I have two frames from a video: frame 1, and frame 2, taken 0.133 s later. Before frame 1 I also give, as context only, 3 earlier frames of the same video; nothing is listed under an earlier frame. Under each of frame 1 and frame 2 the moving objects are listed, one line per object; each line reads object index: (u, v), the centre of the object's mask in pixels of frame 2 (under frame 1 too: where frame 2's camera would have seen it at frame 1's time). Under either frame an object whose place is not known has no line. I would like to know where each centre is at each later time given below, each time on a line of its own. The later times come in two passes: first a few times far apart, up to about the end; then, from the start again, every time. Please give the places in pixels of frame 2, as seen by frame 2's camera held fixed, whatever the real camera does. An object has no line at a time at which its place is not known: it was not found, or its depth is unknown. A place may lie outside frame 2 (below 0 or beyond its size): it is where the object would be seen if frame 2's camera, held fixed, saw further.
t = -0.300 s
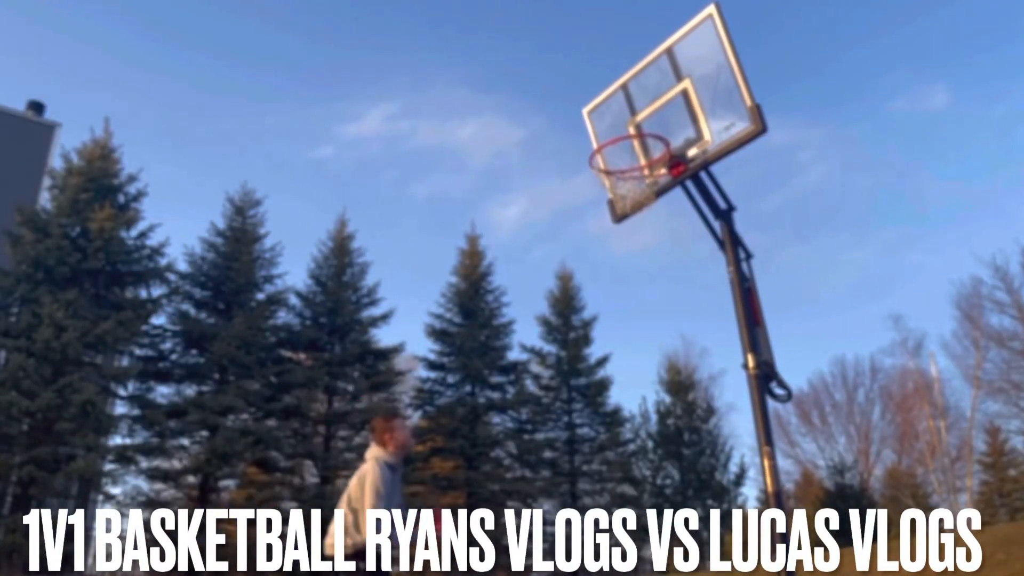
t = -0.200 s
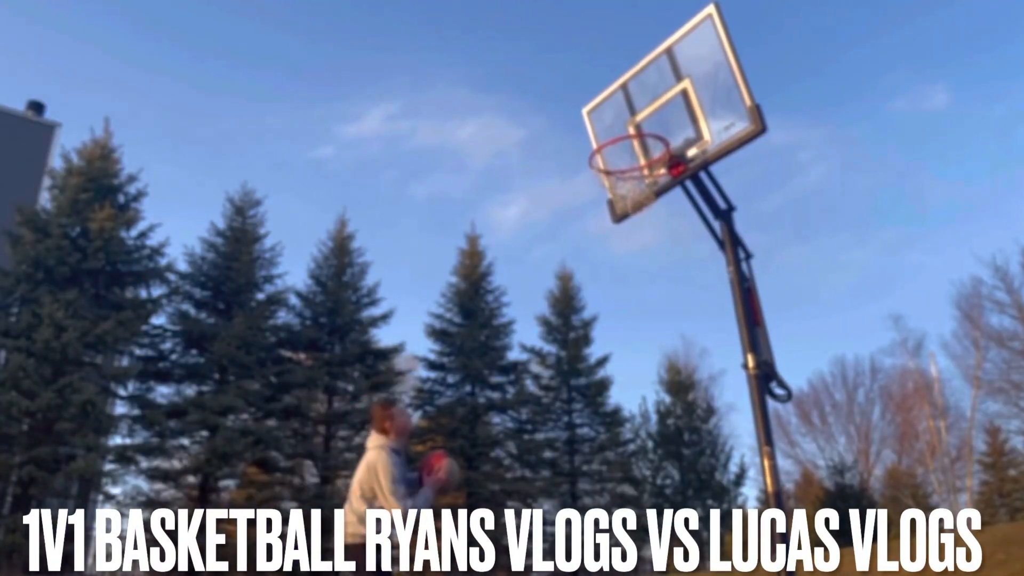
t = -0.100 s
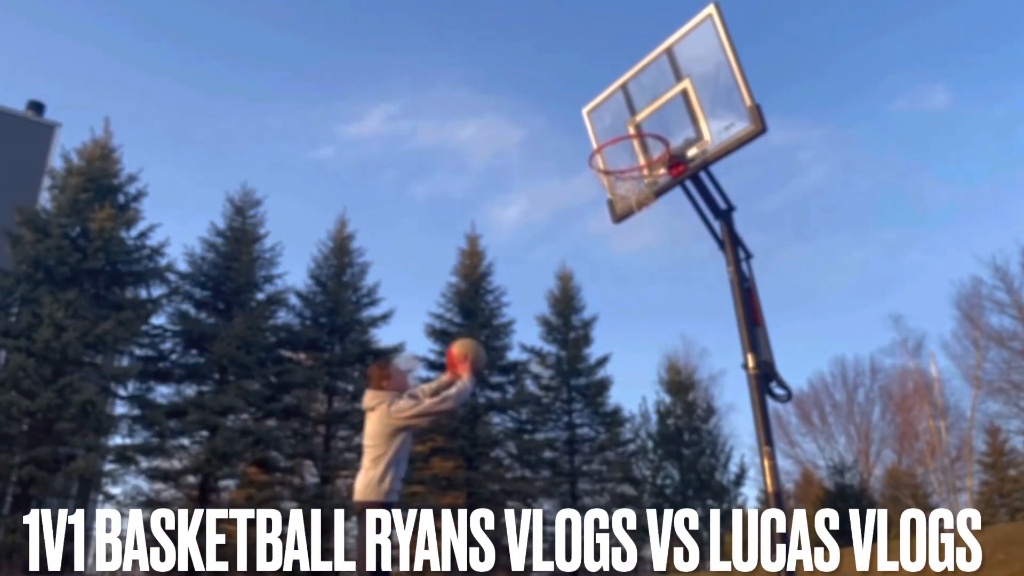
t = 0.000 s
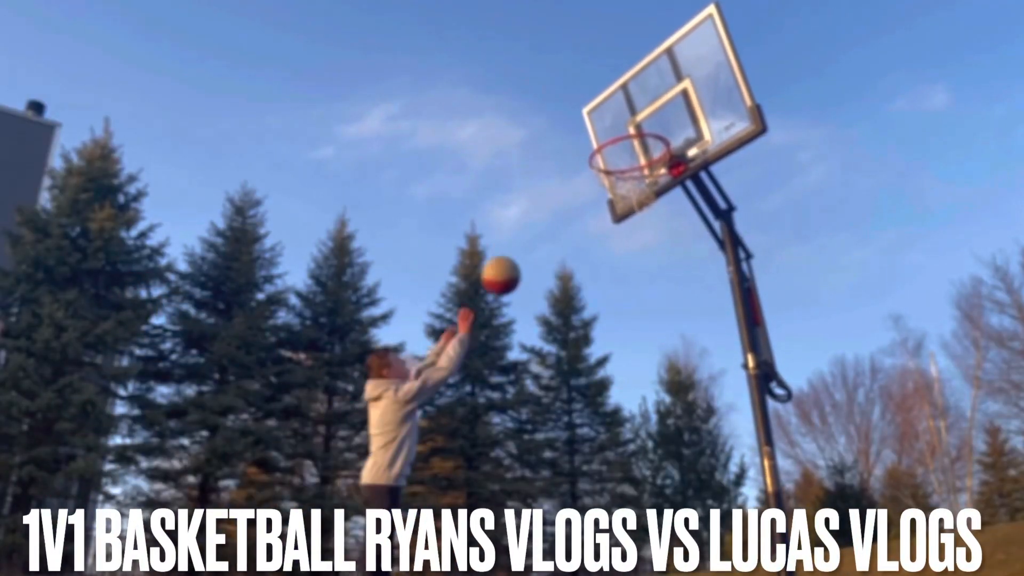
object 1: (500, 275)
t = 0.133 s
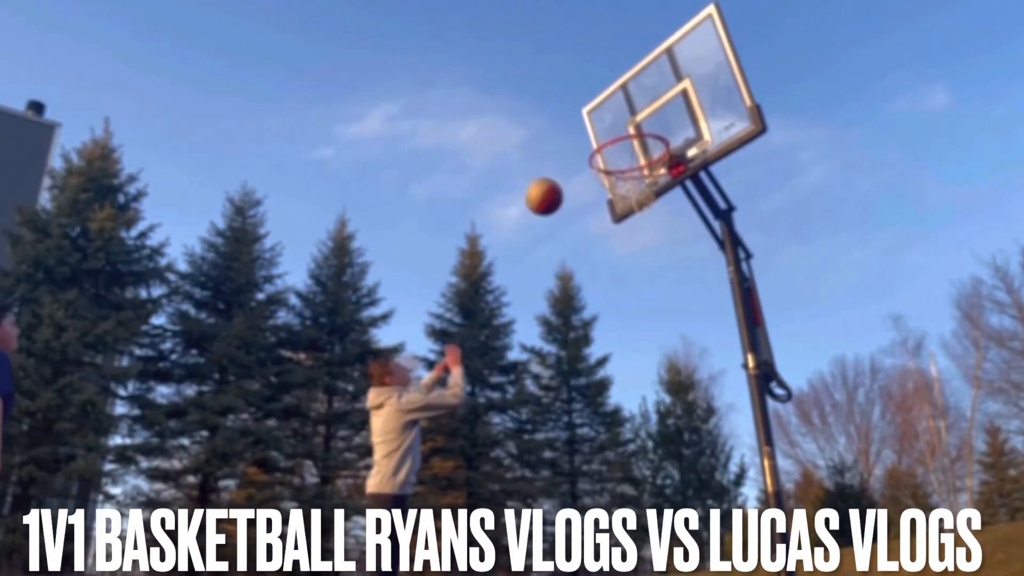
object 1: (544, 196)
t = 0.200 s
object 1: (564, 168)
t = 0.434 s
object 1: (619, 121)
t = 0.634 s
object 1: (603, 152)
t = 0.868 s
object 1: (640, 171)
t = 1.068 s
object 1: (648, 212)
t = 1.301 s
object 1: (640, 313)
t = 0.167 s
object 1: (554, 181)
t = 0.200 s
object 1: (564, 168)
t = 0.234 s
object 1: (574, 156)
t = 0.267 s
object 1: (584, 146)
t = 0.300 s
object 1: (595, 137)
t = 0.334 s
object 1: (605, 130)
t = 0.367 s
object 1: (615, 124)
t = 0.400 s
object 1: (621, 121)
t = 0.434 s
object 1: (619, 121)
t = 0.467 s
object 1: (616, 123)
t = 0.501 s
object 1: (614, 126)
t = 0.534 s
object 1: (610, 130)
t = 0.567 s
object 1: (608, 136)
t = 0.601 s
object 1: (605, 144)
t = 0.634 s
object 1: (603, 152)
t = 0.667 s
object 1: (607, 150)
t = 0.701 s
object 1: (613, 148)
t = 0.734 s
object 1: (618, 148)
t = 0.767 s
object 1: (624, 151)
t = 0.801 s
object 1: (630, 155)
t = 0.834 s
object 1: (635, 161)
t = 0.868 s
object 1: (640, 171)
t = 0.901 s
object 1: (644, 178)
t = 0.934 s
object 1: (648, 187)
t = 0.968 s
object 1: (651, 192)
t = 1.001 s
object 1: (652, 198)
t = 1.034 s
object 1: (650, 204)
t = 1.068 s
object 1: (648, 212)
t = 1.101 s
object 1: (646, 221)
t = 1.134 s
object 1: (645, 232)
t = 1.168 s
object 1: (644, 245)
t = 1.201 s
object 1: (642, 259)
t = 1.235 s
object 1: (641, 275)
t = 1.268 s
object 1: (640, 293)
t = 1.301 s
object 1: (640, 313)
